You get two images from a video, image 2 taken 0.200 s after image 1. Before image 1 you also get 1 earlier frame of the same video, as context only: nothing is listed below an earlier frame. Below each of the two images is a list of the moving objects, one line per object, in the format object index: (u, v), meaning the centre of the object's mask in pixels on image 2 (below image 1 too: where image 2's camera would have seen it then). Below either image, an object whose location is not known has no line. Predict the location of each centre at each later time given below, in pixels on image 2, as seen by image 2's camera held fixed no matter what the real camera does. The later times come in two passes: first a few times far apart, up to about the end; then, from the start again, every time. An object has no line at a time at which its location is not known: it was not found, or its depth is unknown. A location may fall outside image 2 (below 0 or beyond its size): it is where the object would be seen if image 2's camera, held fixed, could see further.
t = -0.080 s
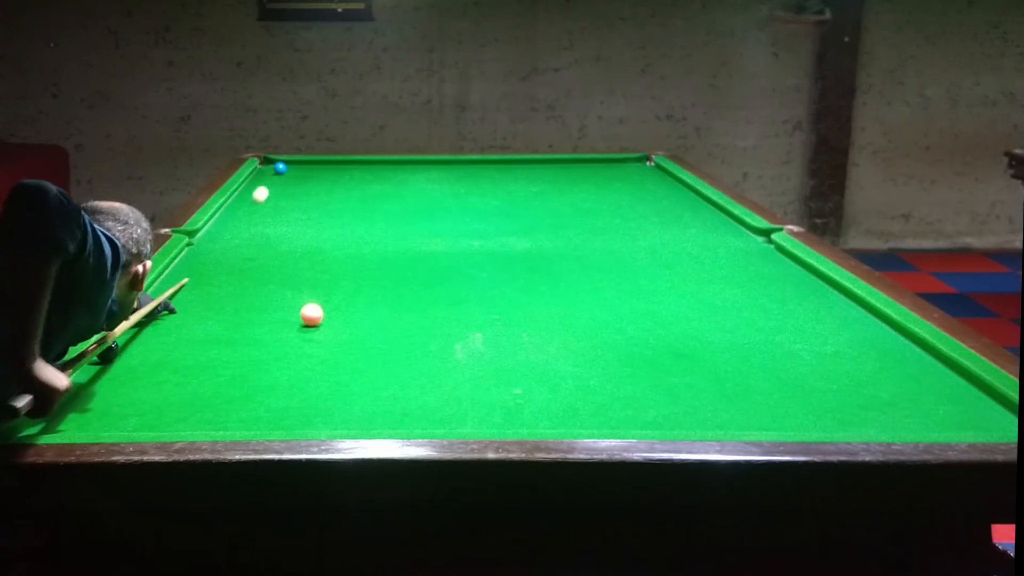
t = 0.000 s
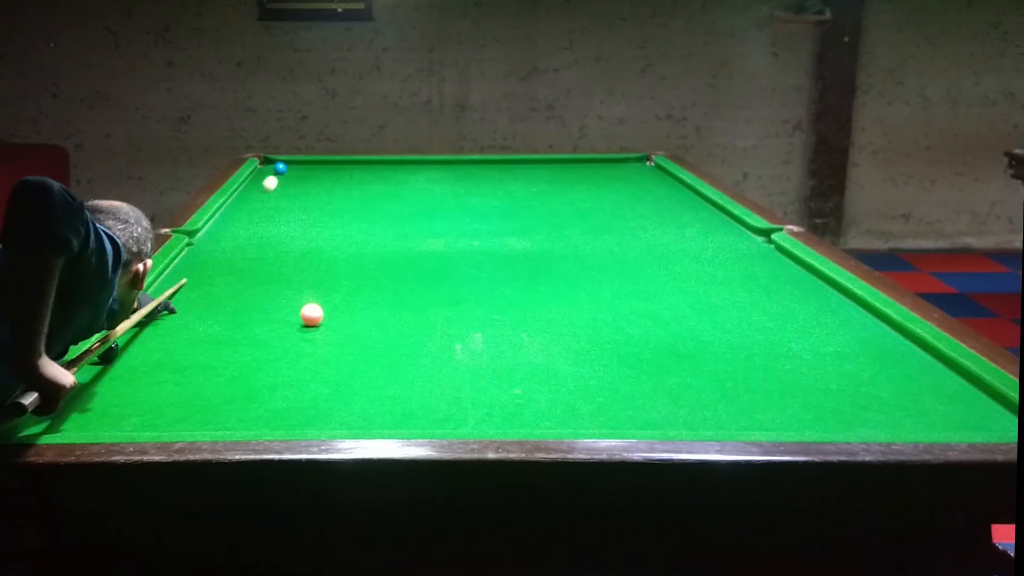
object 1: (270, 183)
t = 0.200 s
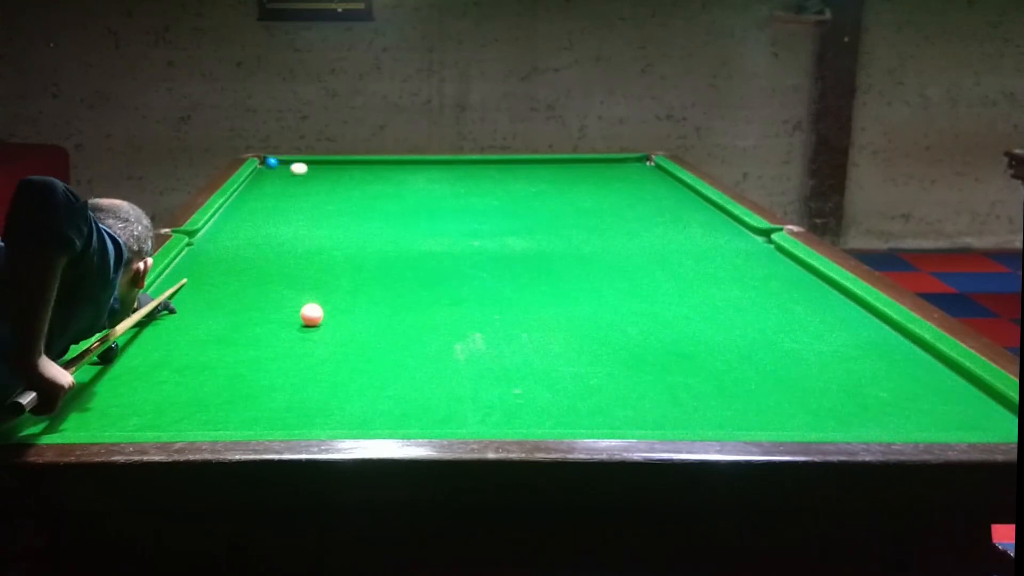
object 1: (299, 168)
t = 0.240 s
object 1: (307, 168)
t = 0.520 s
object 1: (353, 162)
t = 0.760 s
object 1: (389, 162)
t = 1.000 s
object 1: (423, 165)
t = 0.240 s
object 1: (307, 168)
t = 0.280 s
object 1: (314, 167)
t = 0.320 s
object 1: (321, 166)
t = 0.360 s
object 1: (327, 165)
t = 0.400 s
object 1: (334, 164)
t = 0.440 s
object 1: (341, 163)
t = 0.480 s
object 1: (347, 163)
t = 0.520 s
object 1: (353, 162)
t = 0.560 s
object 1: (359, 161)
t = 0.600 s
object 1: (365, 160)
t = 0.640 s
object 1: (371, 160)
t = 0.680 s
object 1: (377, 160)
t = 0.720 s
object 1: (383, 161)
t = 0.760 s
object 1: (389, 162)
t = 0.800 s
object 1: (394, 162)
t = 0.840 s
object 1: (400, 163)
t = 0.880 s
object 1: (406, 163)
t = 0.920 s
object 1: (412, 164)
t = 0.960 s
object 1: (418, 164)
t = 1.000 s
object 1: (423, 165)
